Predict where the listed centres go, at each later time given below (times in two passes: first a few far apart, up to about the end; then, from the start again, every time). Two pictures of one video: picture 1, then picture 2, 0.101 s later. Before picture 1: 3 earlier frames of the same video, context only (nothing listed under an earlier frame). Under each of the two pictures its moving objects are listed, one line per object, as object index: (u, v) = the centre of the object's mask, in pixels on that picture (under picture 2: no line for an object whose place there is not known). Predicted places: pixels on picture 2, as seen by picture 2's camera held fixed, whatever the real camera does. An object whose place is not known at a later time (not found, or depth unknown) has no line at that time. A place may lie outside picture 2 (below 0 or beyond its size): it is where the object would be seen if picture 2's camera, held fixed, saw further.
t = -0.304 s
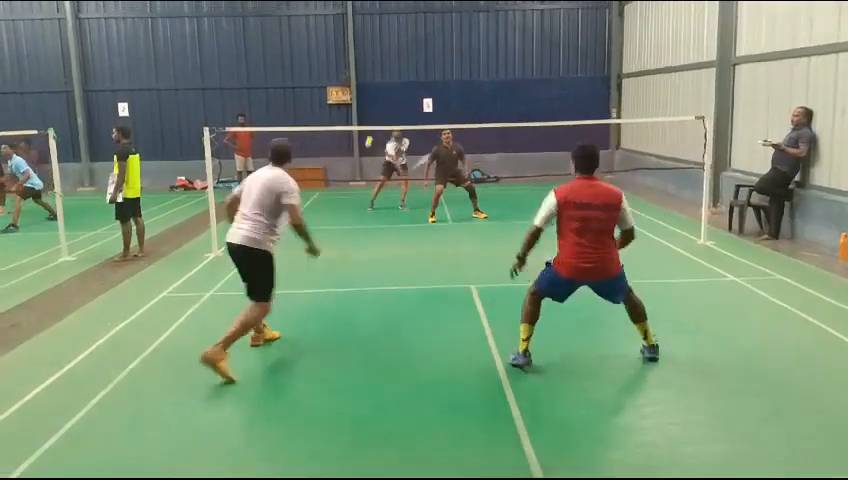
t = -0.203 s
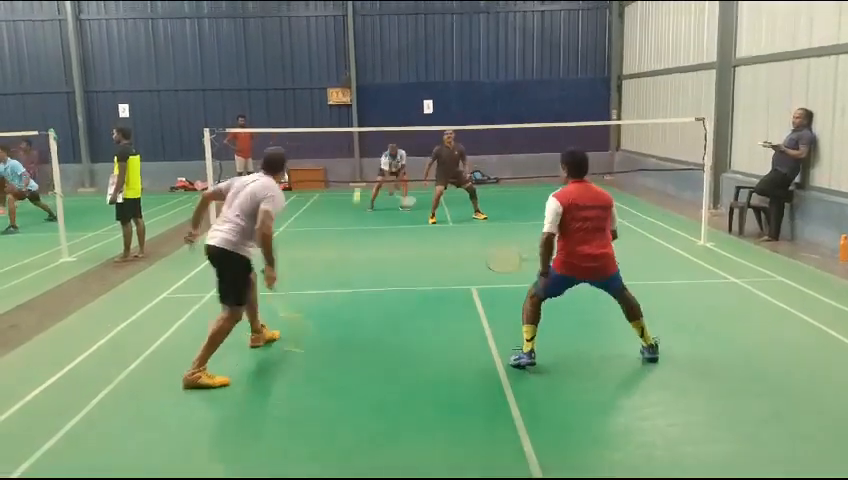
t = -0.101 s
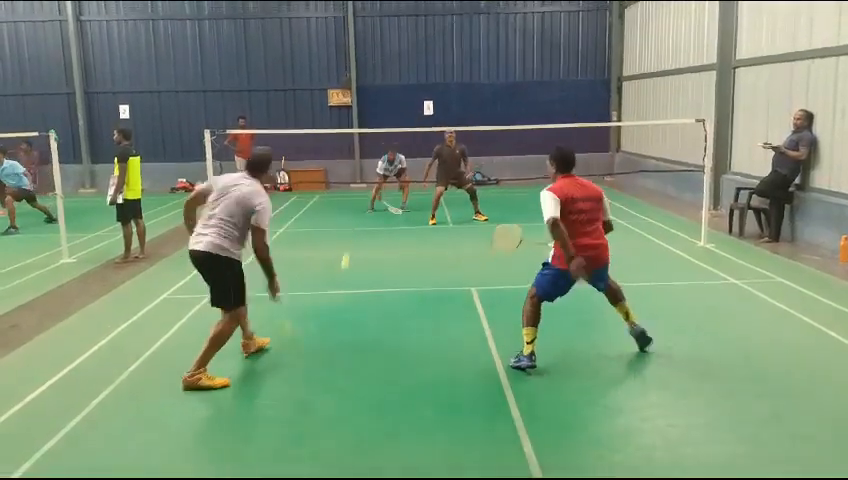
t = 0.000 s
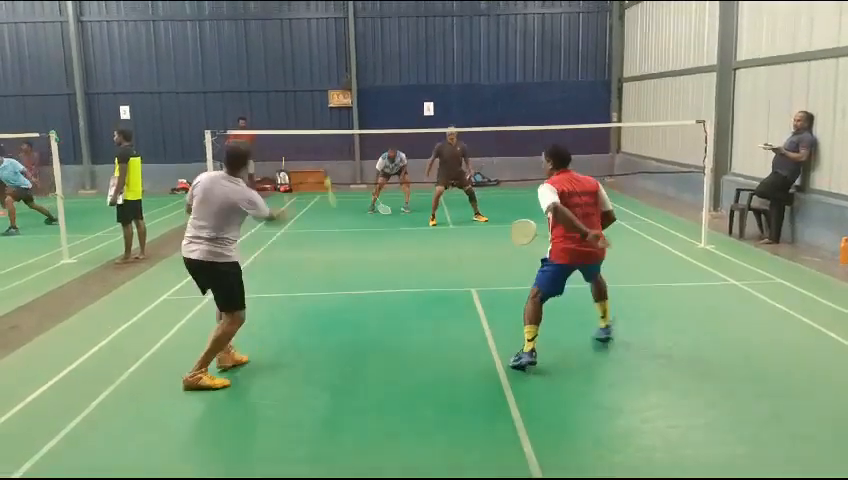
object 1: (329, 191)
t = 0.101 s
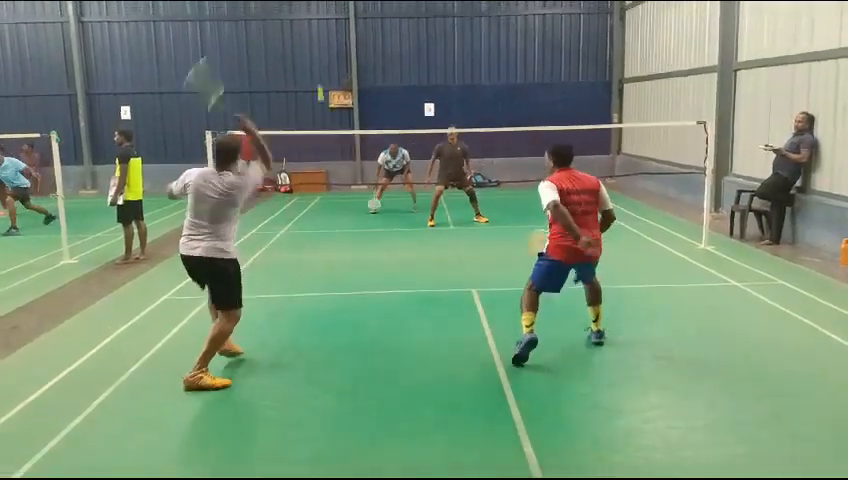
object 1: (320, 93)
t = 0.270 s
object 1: (313, 29)
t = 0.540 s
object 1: (311, 13)
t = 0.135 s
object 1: (318, 74)
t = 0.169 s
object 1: (316, 58)
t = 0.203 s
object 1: (315, 47)
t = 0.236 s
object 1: (314, 36)
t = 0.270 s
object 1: (313, 29)
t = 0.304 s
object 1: (313, 23)
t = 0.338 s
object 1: (312, 18)
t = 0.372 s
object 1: (312, 15)
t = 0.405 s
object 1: (311, 13)
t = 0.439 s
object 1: (311, 12)
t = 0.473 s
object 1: (311, 12)
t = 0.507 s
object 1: (311, 12)
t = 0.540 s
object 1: (311, 13)
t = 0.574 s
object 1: (311, 14)
